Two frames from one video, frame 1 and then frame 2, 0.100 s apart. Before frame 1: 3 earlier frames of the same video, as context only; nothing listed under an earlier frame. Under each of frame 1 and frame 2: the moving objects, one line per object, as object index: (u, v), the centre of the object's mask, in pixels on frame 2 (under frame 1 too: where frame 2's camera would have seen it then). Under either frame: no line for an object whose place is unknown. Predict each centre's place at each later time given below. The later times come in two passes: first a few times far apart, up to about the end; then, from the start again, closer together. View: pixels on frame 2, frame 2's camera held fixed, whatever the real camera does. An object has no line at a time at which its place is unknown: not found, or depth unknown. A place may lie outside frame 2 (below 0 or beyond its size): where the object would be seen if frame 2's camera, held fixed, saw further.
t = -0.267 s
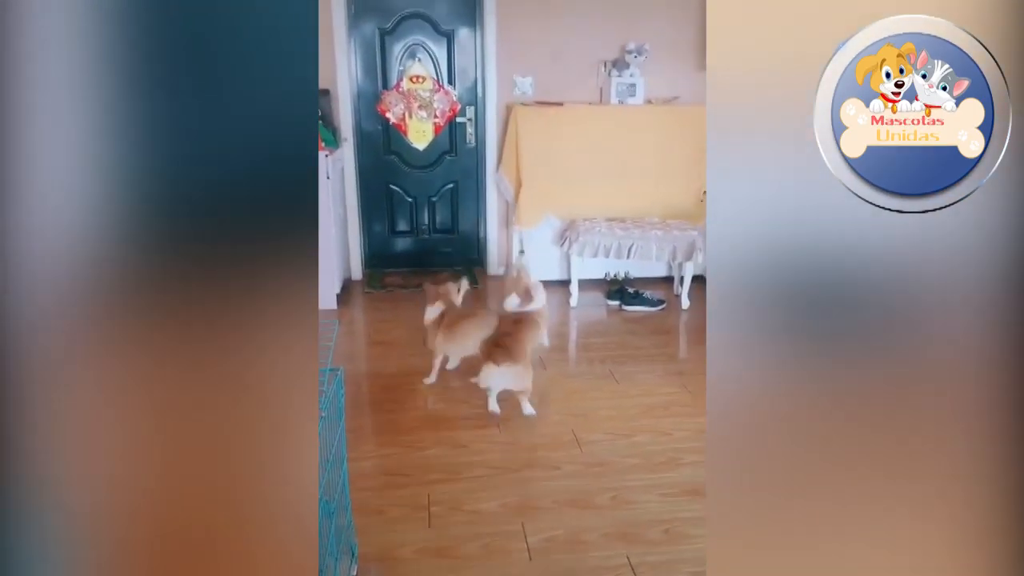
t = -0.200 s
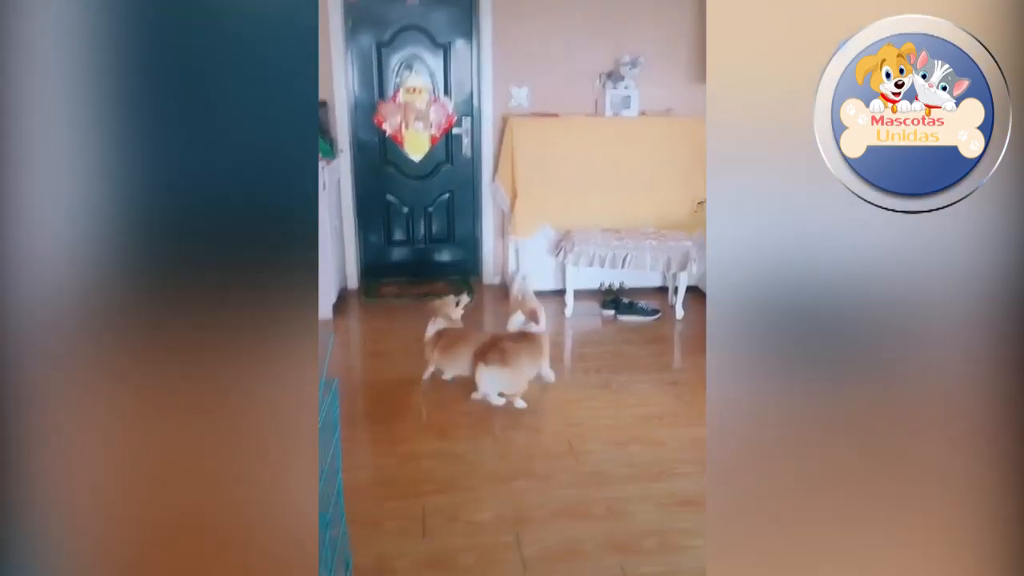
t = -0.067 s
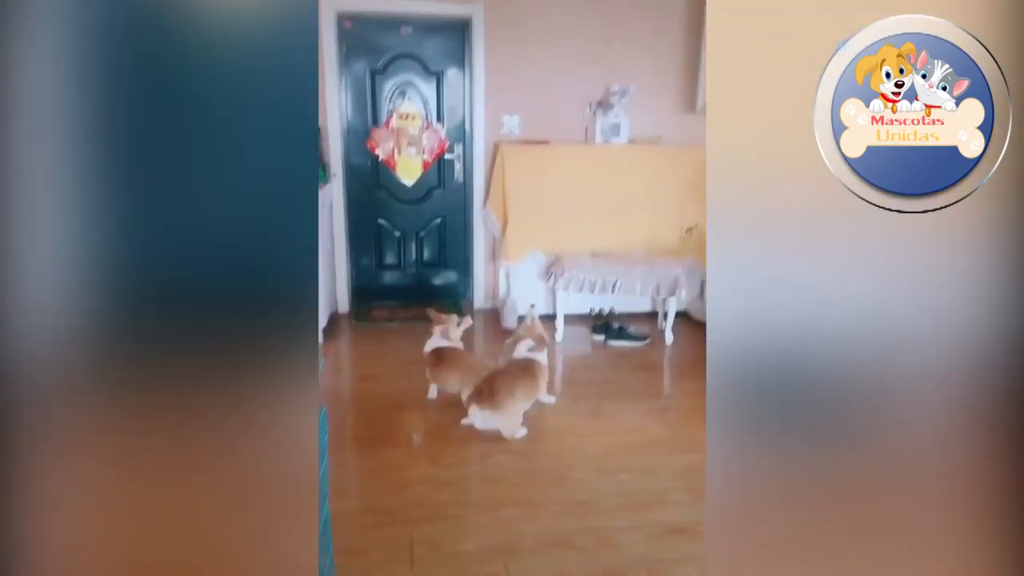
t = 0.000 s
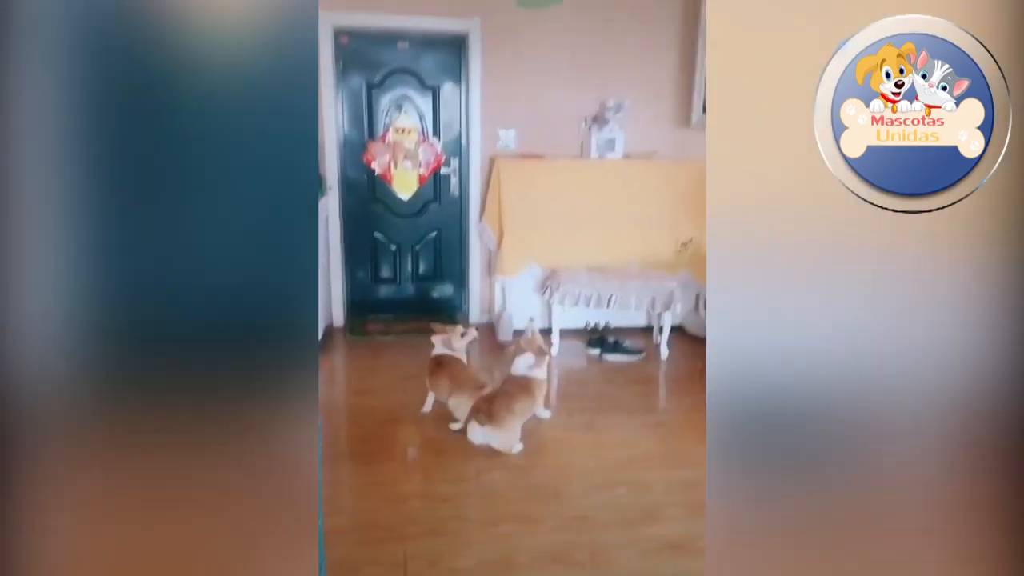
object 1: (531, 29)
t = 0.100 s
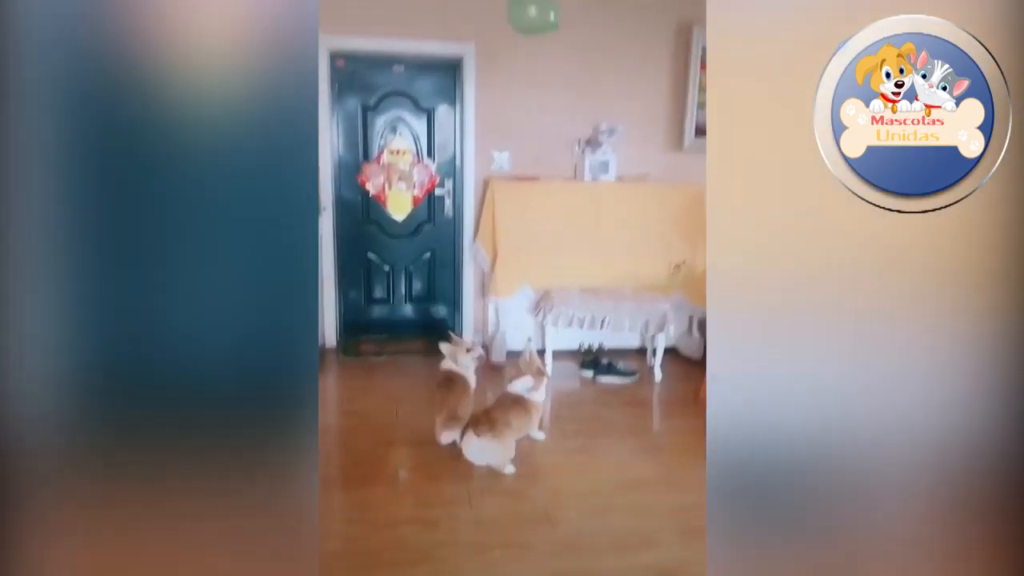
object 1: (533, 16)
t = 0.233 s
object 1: (538, 16)
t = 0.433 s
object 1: (546, 31)
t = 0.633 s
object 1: (553, 53)
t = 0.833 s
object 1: (558, 85)
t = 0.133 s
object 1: (534, 13)
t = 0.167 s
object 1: (535, 12)
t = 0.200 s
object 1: (537, 14)
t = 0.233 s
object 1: (538, 16)
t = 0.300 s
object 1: (541, 20)
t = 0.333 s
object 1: (542, 22)
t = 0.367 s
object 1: (544, 25)
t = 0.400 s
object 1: (545, 27)
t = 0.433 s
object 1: (546, 31)
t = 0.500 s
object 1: (549, 37)
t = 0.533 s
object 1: (551, 40)
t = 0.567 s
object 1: (552, 44)
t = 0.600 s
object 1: (553, 49)
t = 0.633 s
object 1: (553, 53)
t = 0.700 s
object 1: (555, 63)
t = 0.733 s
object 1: (556, 68)
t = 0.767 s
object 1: (557, 74)
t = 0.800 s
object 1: (557, 79)
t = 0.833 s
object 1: (558, 85)
